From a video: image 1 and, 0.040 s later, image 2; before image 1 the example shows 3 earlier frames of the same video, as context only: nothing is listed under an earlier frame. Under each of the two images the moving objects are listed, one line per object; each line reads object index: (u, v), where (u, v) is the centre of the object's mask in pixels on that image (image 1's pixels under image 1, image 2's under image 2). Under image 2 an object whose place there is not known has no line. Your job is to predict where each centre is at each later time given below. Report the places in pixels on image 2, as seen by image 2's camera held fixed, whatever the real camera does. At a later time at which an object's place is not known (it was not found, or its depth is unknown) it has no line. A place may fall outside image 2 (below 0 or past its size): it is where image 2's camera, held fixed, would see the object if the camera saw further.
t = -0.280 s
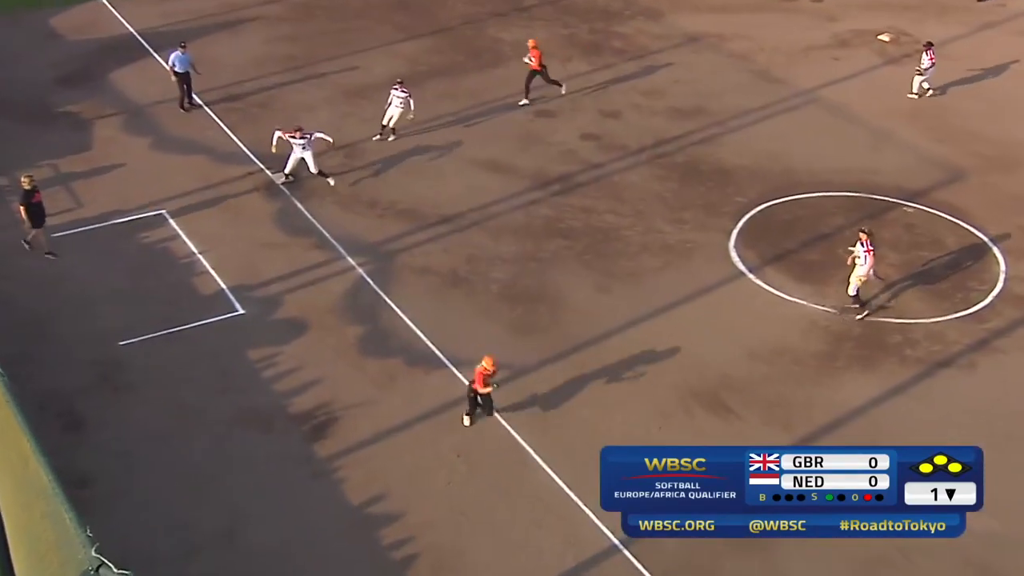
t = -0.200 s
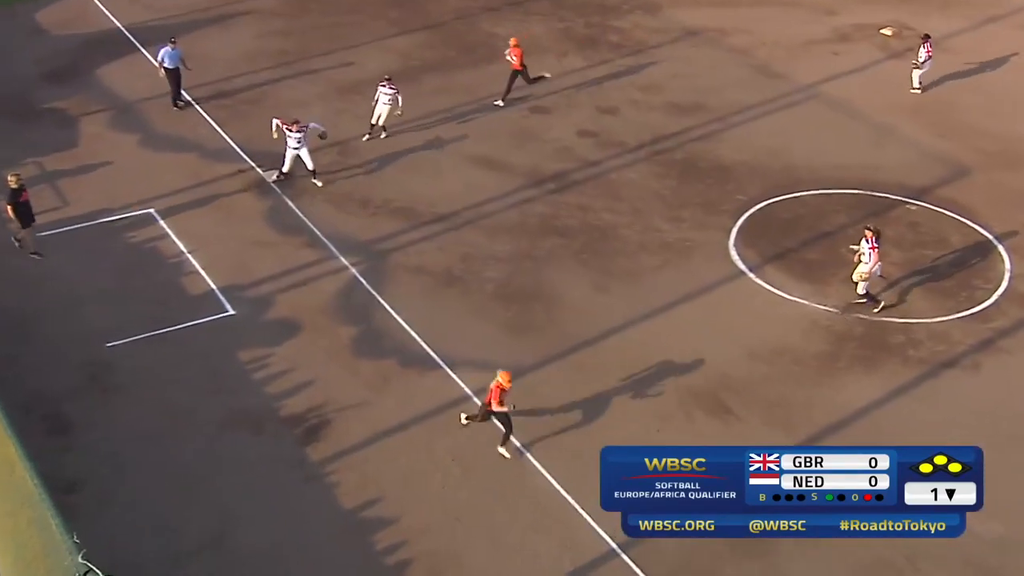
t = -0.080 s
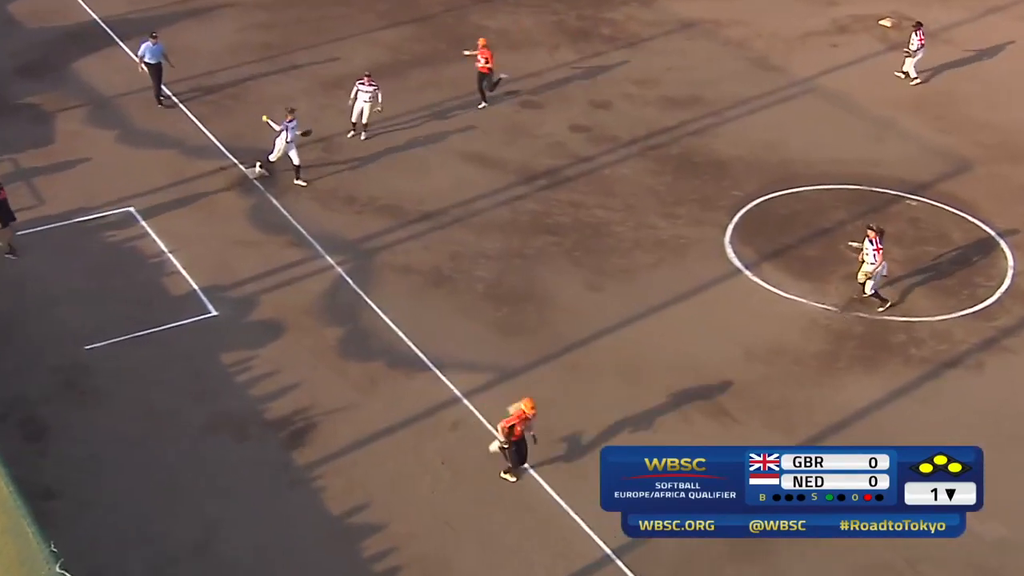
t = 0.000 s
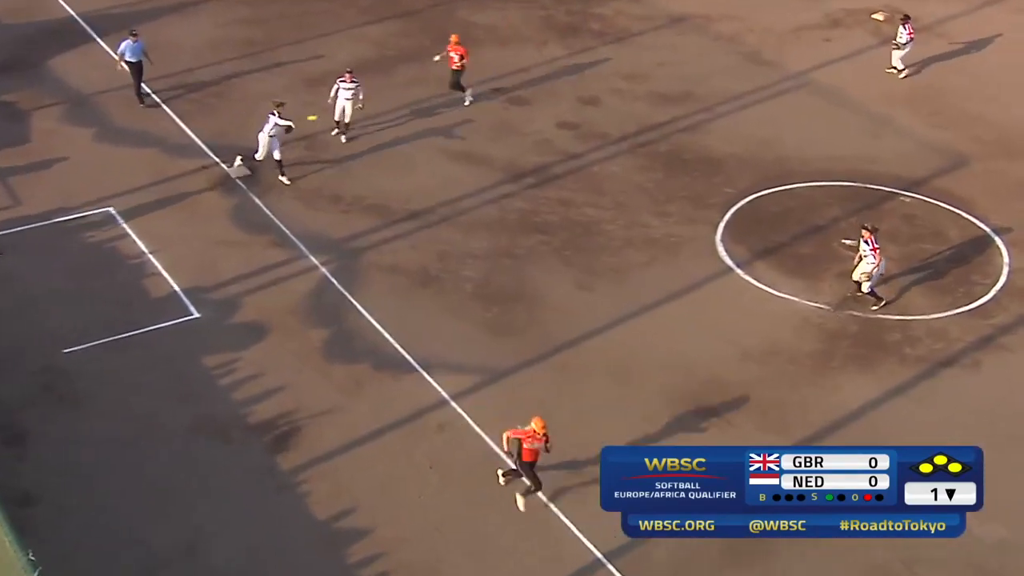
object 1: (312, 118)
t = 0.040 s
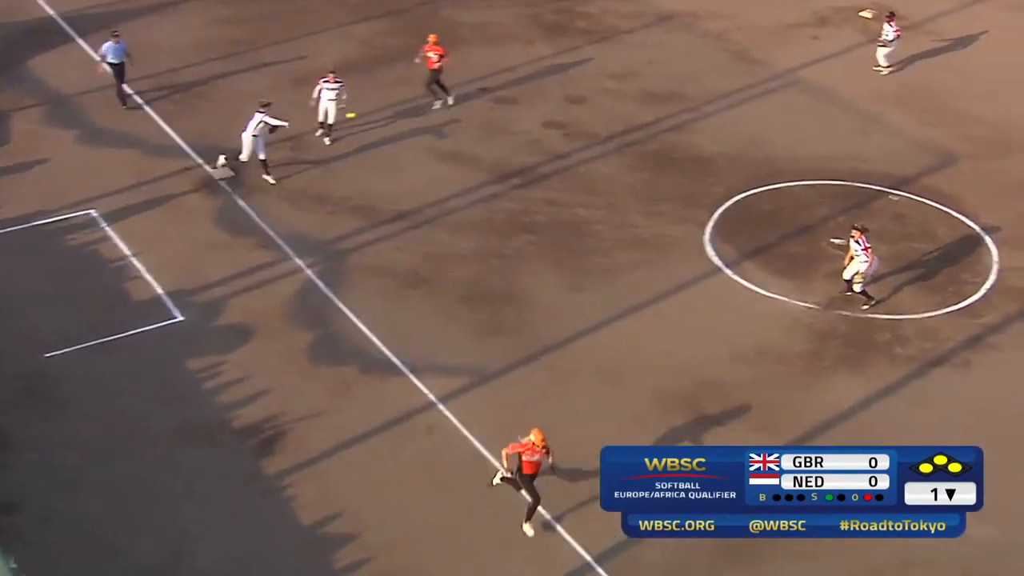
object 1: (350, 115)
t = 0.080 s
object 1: (405, 112)
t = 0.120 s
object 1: (457, 111)
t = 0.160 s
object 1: (511, 110)
